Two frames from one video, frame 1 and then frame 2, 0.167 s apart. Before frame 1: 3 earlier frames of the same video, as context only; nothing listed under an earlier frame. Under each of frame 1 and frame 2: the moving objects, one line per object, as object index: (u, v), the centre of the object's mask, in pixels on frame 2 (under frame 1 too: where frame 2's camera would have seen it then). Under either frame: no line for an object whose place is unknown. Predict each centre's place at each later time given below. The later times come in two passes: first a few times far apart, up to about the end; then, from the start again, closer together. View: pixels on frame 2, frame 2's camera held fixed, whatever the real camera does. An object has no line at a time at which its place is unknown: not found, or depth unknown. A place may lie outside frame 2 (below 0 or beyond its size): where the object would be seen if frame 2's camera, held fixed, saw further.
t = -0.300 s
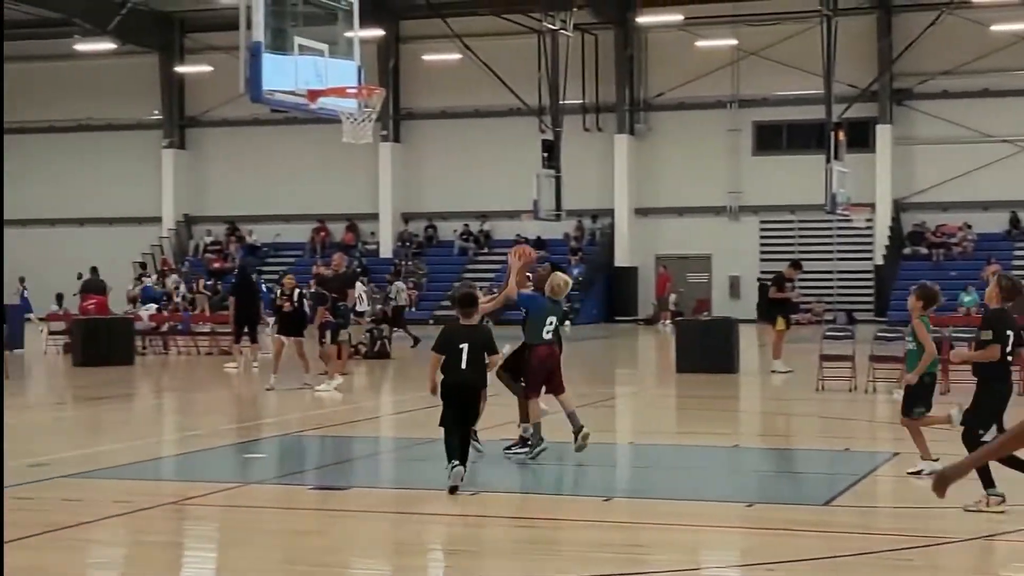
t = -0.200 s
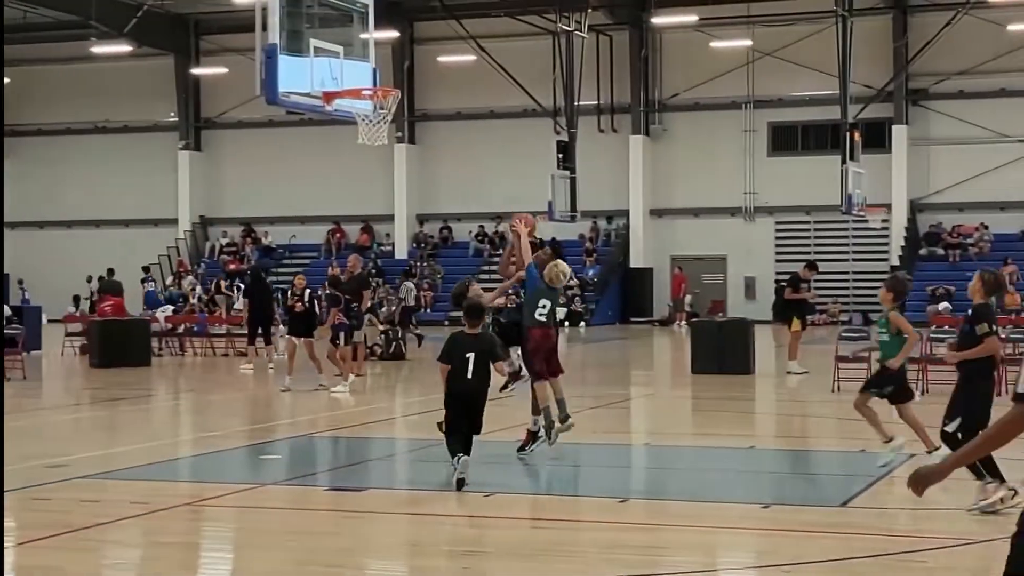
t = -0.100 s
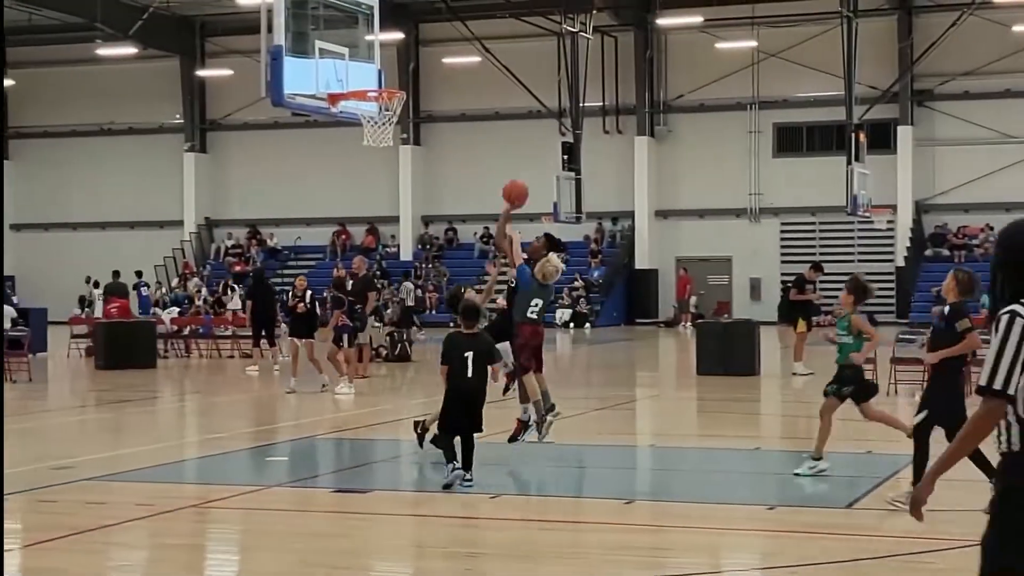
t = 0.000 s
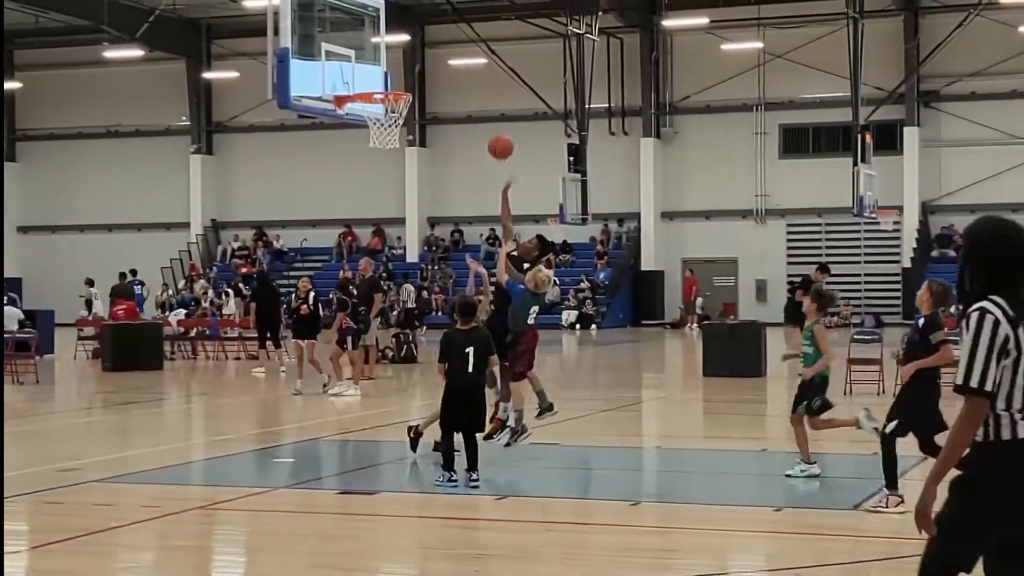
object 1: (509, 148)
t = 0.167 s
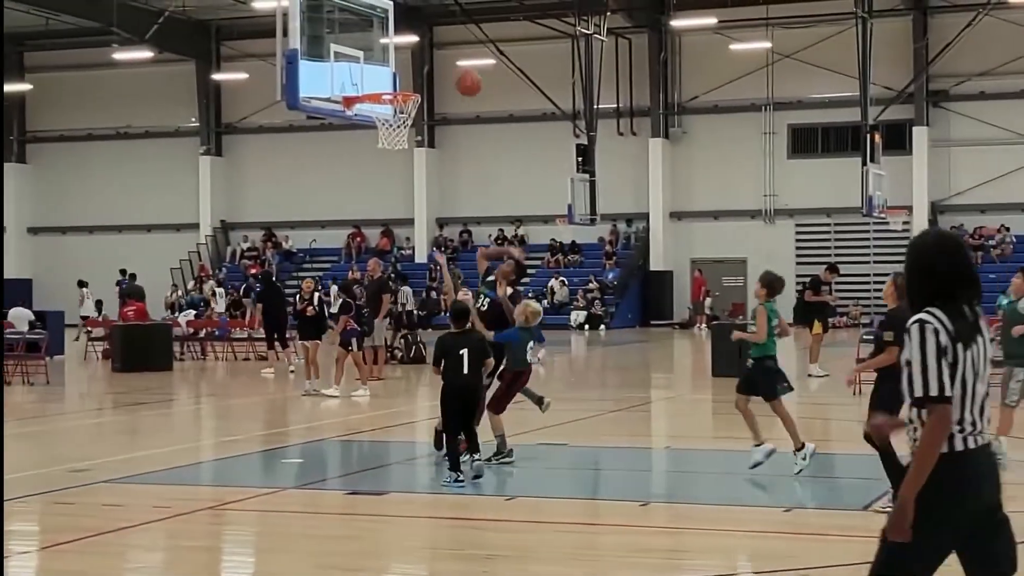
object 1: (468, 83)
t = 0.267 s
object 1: (444, 61)
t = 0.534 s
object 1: (381, 54)
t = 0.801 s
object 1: (395, 96)
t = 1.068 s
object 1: (406, 112)
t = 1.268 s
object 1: (387, 152)
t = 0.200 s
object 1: (460, 75)
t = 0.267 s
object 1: (444, 61)
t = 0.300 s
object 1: (436, 55)
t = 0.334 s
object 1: (428, 51)
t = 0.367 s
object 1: (422, 50)
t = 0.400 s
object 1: (413, 48)
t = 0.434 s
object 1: (406, 47)
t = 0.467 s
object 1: (395, 50)
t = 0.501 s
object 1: (388, 52)
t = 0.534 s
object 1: (381, 54)
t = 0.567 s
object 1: (373, 60)
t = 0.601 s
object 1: (367, 66)
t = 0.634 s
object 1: (369, 71)
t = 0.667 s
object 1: (375, 78)
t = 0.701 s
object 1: (379, 83)
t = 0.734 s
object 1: (384, 85)
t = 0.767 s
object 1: (389, 86)
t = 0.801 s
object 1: (395, 96)
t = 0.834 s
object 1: (402, 102)
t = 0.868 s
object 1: (408, 108)
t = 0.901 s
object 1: (404, 110)
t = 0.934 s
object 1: (408, 111)
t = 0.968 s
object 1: (408, 109)
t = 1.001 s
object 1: (409, 111)
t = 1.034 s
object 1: (409, 111)
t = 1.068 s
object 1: (406, 112)
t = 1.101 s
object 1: (402, 113)
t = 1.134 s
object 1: (398, 117)
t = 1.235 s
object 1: (391, 149)
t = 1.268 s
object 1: (387, 152)
